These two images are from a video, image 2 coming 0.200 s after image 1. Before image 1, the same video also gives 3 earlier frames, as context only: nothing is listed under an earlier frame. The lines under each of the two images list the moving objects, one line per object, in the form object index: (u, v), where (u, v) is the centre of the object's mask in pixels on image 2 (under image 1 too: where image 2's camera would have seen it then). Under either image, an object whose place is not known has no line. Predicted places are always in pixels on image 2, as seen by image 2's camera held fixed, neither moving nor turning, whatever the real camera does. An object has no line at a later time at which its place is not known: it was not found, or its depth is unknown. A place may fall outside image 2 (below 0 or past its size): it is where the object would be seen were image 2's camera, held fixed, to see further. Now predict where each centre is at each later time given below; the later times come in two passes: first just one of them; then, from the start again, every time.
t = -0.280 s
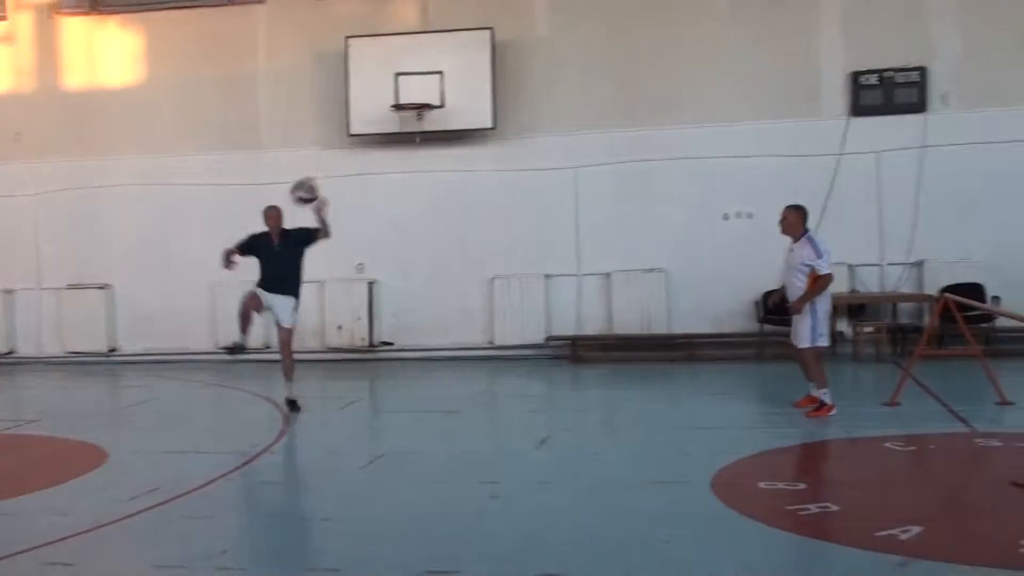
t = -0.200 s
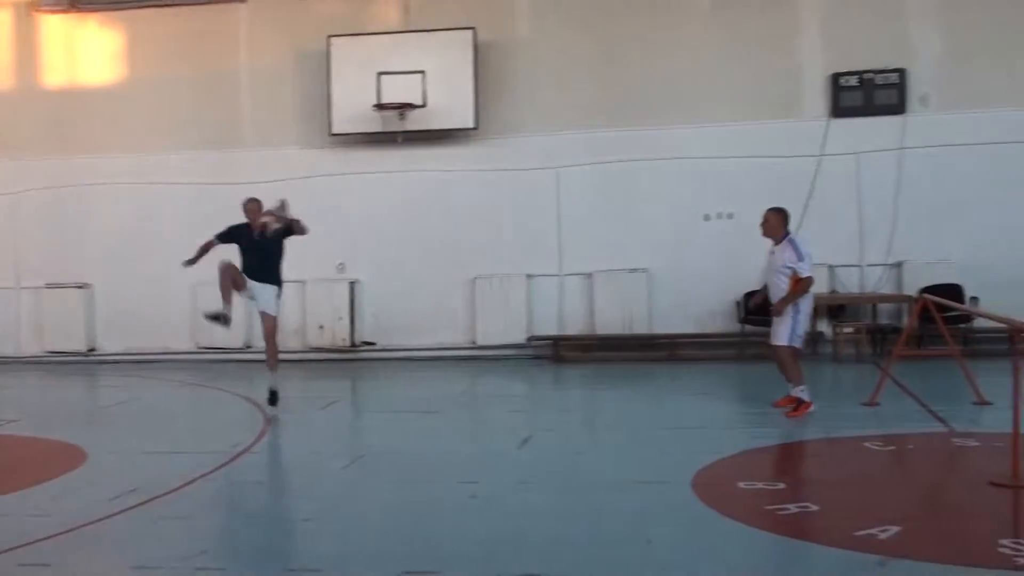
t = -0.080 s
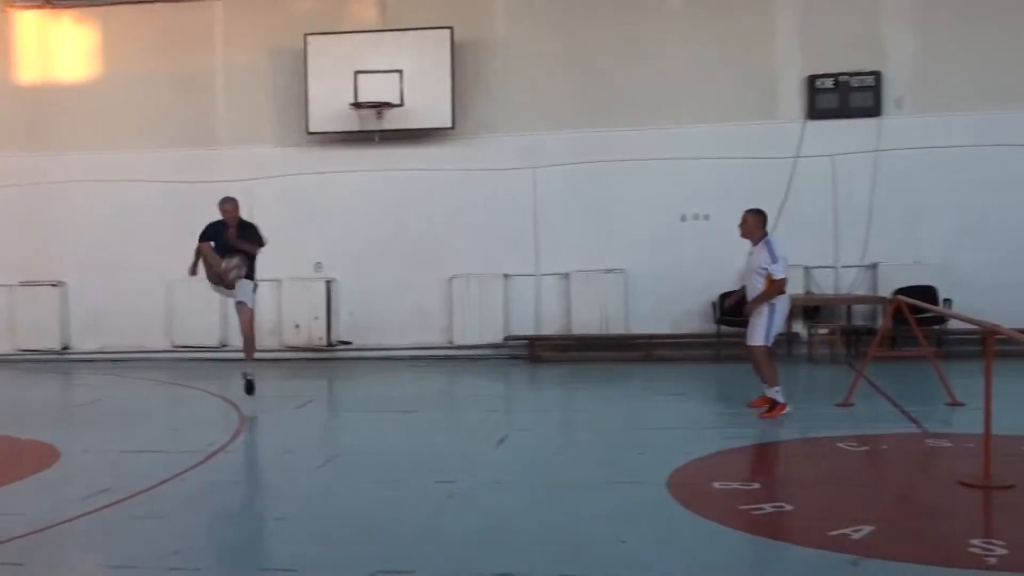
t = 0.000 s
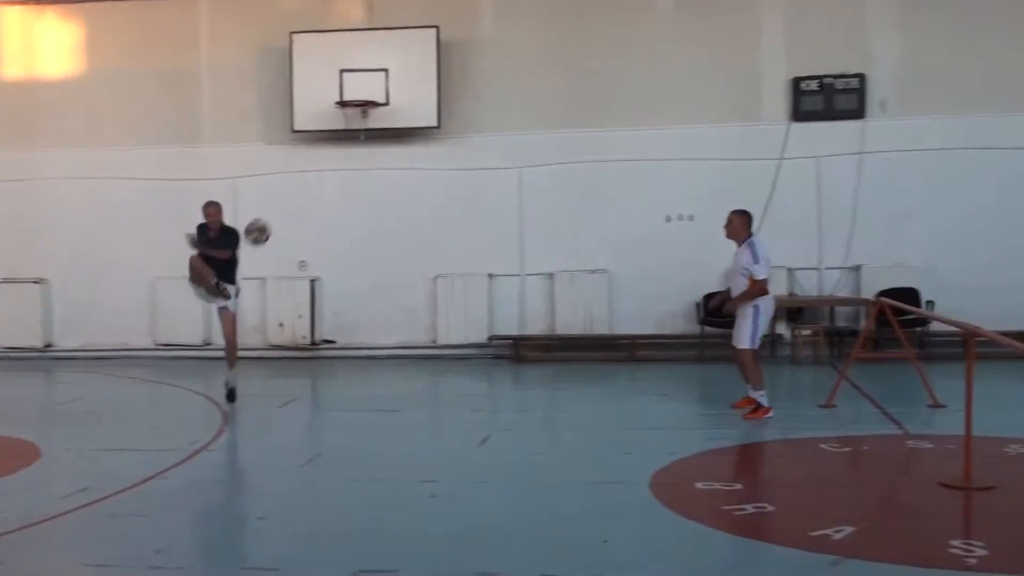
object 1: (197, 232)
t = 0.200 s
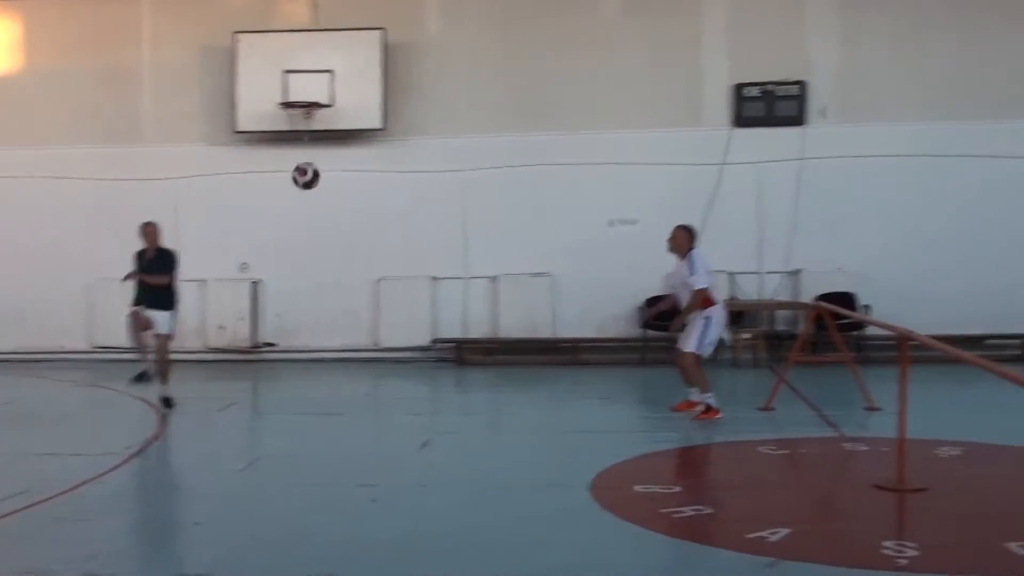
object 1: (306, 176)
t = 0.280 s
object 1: (351, 166)
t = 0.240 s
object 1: (328, 170)
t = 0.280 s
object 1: (351, 166)
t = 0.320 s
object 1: (374, 164)
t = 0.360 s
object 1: (397, 164)
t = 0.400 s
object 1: (420, 166)
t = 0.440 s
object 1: (443, 170)
